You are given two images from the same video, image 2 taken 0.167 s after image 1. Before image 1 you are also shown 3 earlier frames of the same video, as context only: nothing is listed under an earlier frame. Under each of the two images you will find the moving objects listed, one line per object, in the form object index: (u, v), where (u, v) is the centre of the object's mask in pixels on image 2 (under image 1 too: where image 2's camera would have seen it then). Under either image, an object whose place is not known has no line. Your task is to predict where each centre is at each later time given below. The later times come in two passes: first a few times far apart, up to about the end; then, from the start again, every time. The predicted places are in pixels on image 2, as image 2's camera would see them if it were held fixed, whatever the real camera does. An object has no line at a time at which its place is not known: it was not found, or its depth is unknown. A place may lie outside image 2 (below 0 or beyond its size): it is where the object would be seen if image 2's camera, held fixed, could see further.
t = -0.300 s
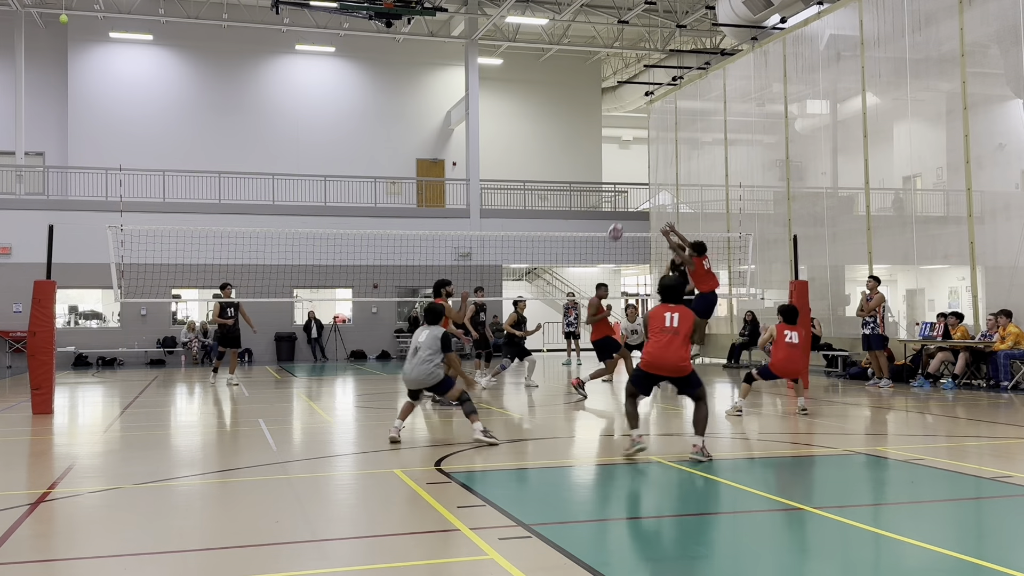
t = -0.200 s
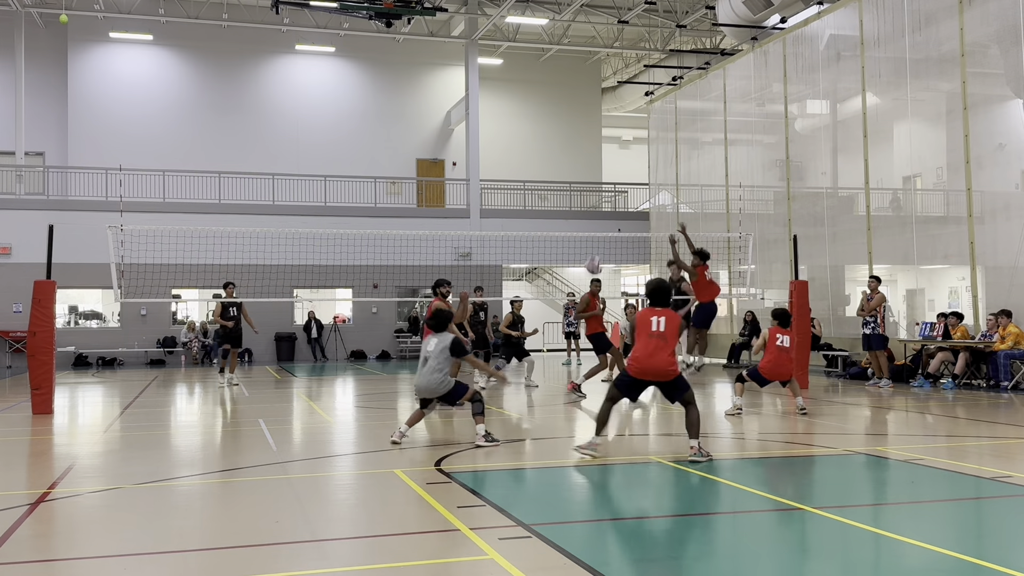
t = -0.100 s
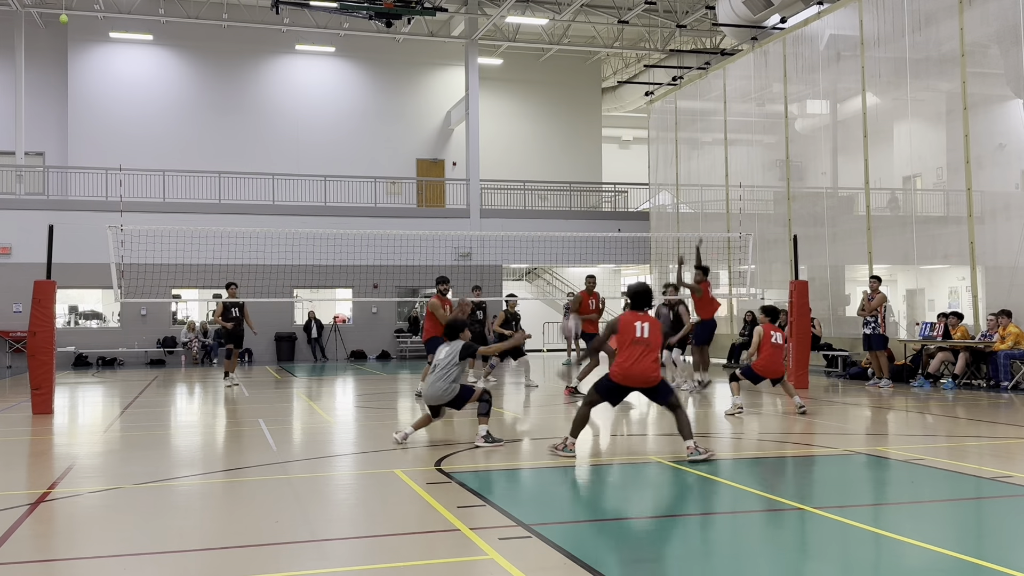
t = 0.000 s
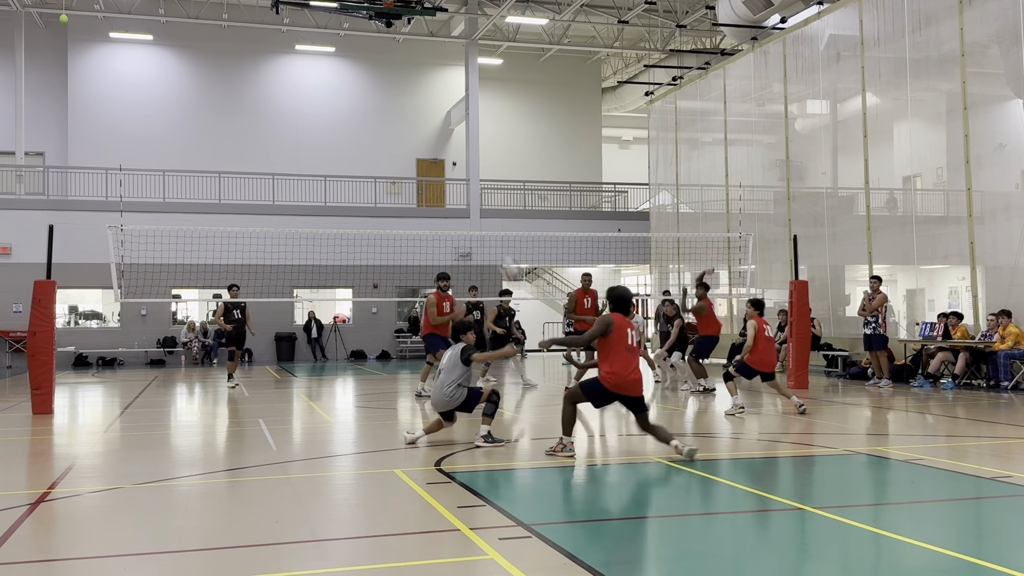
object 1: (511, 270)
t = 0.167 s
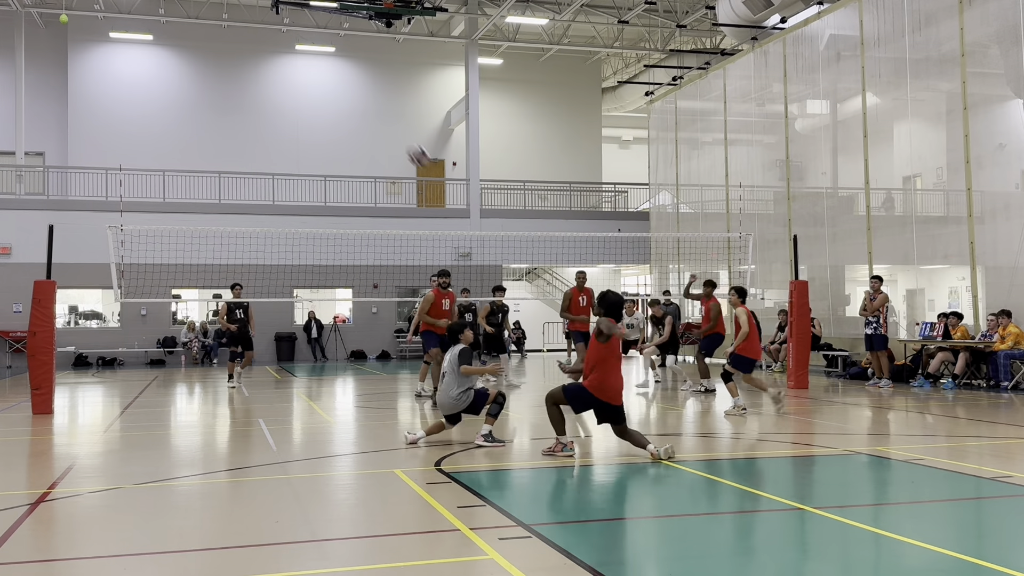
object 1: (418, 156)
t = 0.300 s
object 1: (355, 98)
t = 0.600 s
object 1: (248, 45)
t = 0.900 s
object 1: (172, 70)
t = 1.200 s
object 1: (112, 142)
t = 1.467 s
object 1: (72, 238)
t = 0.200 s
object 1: (401, 139)
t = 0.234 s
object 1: (385, 124)
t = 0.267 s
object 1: (369, 110)
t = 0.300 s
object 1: (355, 98)
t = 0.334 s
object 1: (342, 87)
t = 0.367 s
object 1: (328, 77)
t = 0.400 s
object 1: (315, 69)
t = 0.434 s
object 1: (303, 61)
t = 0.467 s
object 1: (290, 55)
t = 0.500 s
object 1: (279, 51)
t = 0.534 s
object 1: (269, 48)
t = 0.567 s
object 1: (258, 46)
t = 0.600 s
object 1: (248, 45)
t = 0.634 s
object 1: (238, 45)
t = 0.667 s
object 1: (228, 45)
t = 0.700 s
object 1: (219, 46)
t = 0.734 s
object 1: (211, 49)
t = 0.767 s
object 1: (202, 51)
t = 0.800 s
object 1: (194, 55)
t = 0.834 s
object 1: (187, 58)
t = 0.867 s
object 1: (179, 63)
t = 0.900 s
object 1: (172, 70)
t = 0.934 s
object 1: (164, 76)
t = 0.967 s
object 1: (157, 82)
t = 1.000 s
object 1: (150, 89)
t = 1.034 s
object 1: (143, 97)
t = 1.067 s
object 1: (137, 105)
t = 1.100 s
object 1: (131, 114)
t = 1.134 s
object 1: (124, 123)
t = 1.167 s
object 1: (118, 133)
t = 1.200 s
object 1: (112, 142)
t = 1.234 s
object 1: (107, 153)
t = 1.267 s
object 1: (101, 164)
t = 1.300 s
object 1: (96, 174)
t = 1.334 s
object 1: (90, 187)
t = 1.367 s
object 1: (85, 199)
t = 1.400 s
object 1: (80, 211)
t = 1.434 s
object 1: (76, 225)
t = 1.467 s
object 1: (72, 238)
